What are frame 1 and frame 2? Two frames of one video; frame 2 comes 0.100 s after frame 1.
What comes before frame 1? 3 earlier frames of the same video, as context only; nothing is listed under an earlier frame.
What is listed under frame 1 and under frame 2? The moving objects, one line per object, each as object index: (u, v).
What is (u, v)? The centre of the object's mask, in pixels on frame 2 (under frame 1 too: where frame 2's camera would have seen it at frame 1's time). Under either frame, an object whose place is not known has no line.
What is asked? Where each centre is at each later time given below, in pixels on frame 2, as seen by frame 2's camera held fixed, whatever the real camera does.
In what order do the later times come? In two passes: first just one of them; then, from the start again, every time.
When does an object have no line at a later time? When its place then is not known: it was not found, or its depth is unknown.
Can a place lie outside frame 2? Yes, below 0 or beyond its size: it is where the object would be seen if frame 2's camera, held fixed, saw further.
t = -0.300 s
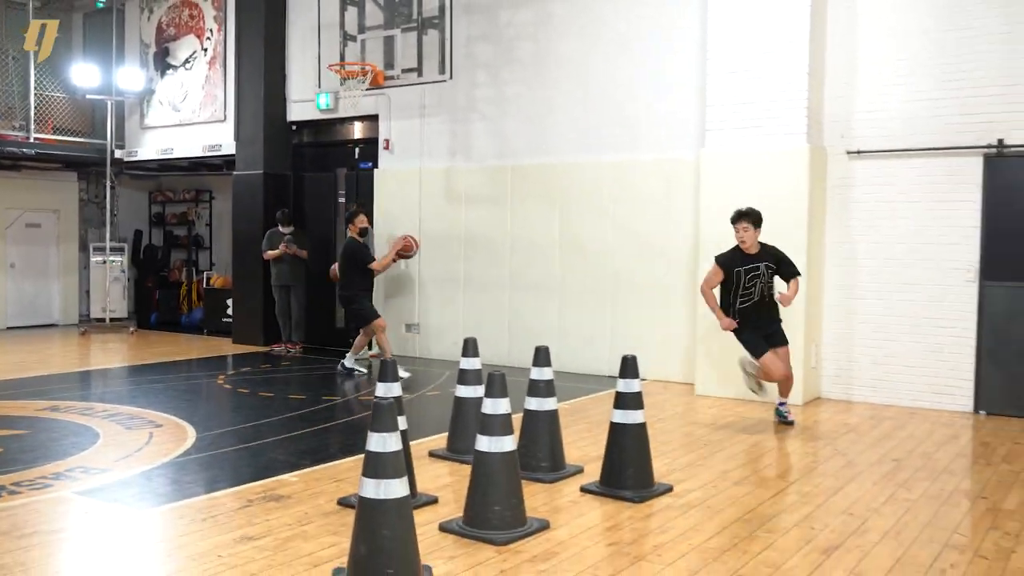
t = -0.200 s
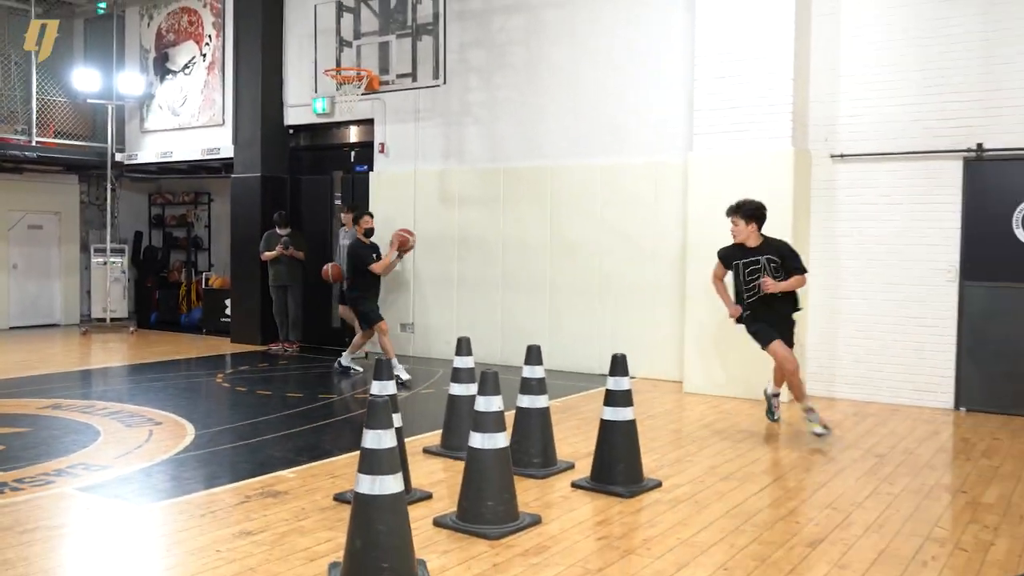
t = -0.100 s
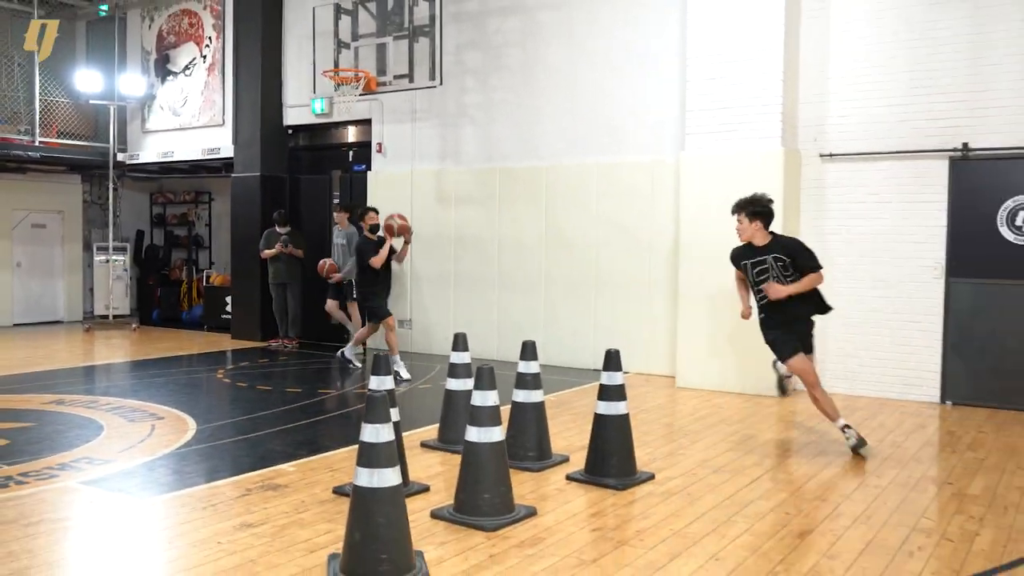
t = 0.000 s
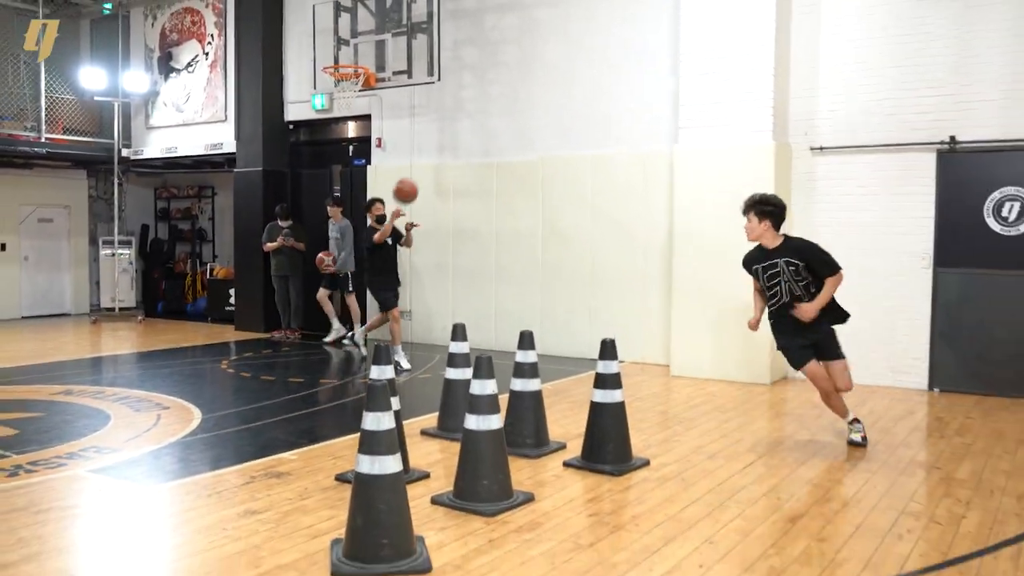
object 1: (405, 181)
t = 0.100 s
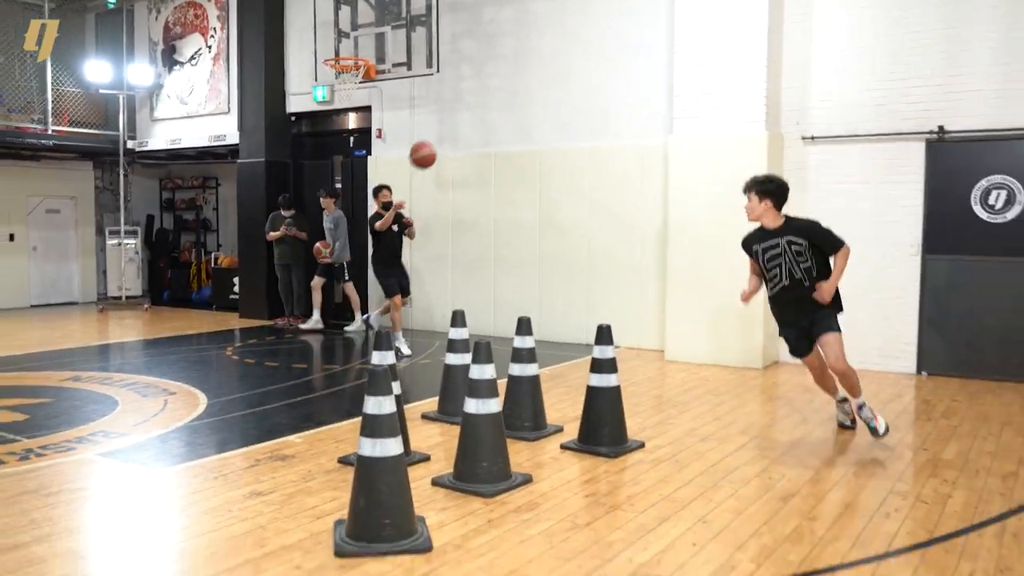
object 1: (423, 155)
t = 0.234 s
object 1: (451, 130)
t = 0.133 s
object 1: (429, 147)
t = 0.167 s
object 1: (436, 140)
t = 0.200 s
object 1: (444, 135)
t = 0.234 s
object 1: (451, 130)
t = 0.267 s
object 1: (459, 127)
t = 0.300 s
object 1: (467, 124)
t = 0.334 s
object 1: (477, 123)
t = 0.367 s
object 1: (487, 124)
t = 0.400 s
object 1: (499, 126)
